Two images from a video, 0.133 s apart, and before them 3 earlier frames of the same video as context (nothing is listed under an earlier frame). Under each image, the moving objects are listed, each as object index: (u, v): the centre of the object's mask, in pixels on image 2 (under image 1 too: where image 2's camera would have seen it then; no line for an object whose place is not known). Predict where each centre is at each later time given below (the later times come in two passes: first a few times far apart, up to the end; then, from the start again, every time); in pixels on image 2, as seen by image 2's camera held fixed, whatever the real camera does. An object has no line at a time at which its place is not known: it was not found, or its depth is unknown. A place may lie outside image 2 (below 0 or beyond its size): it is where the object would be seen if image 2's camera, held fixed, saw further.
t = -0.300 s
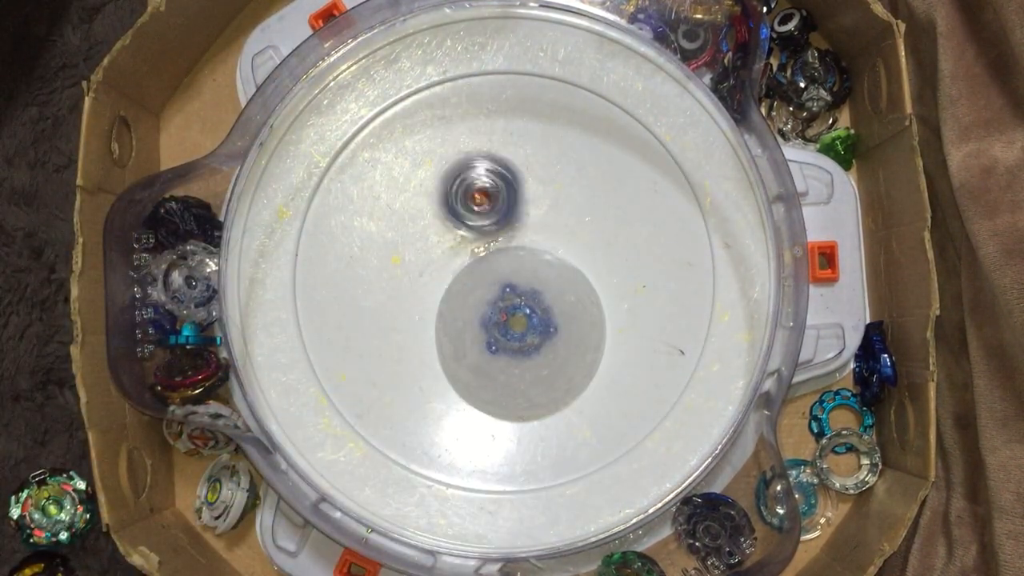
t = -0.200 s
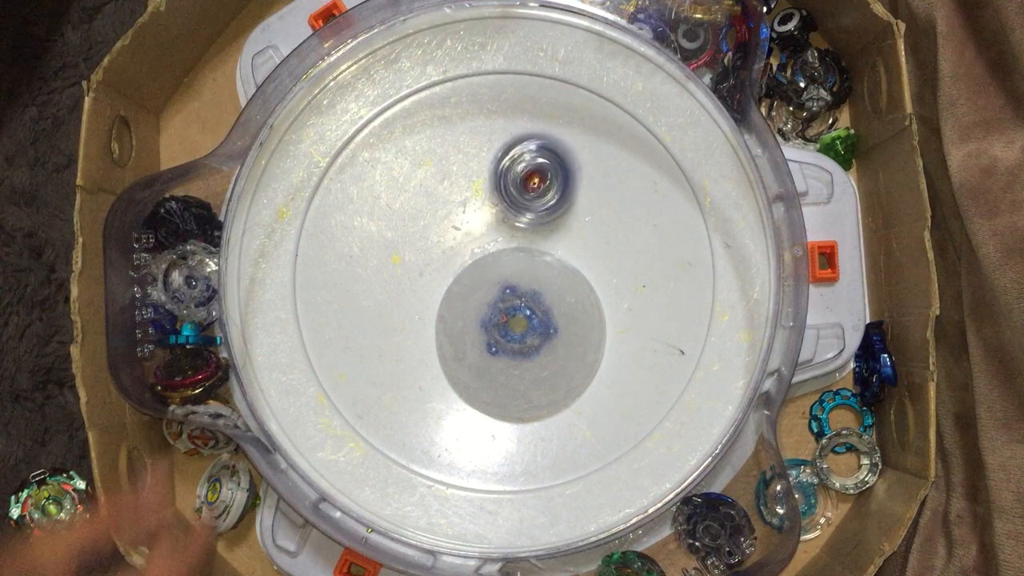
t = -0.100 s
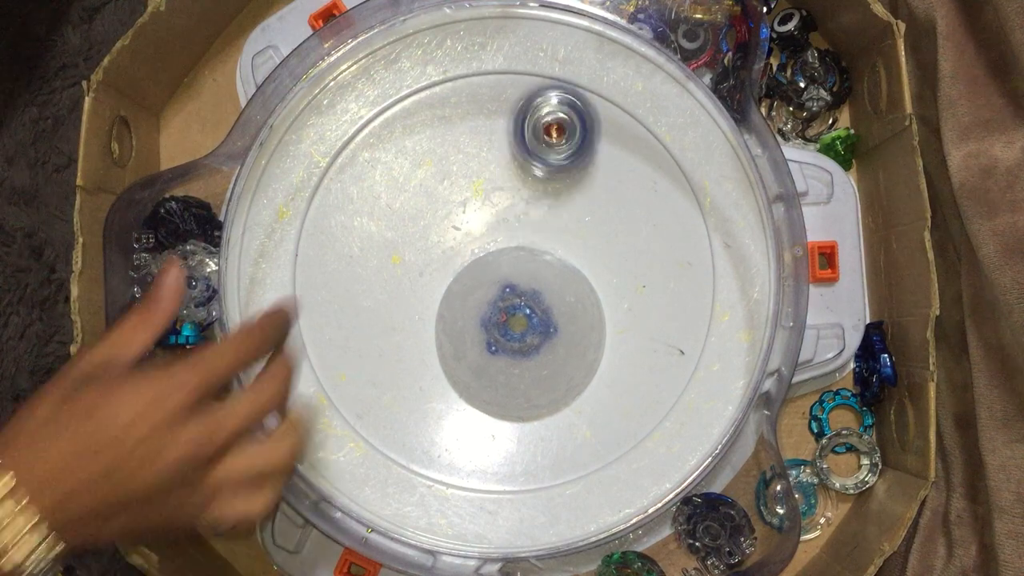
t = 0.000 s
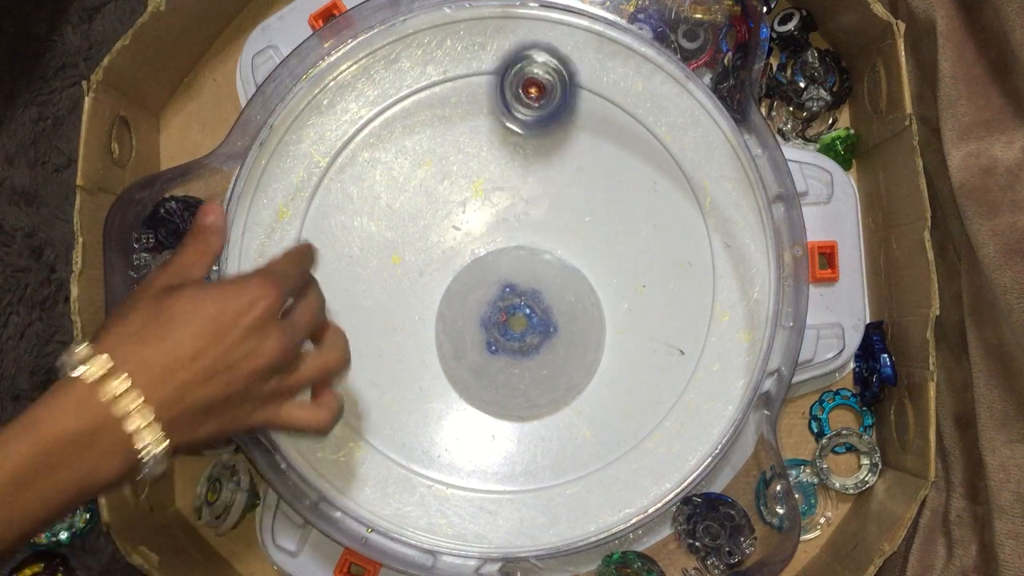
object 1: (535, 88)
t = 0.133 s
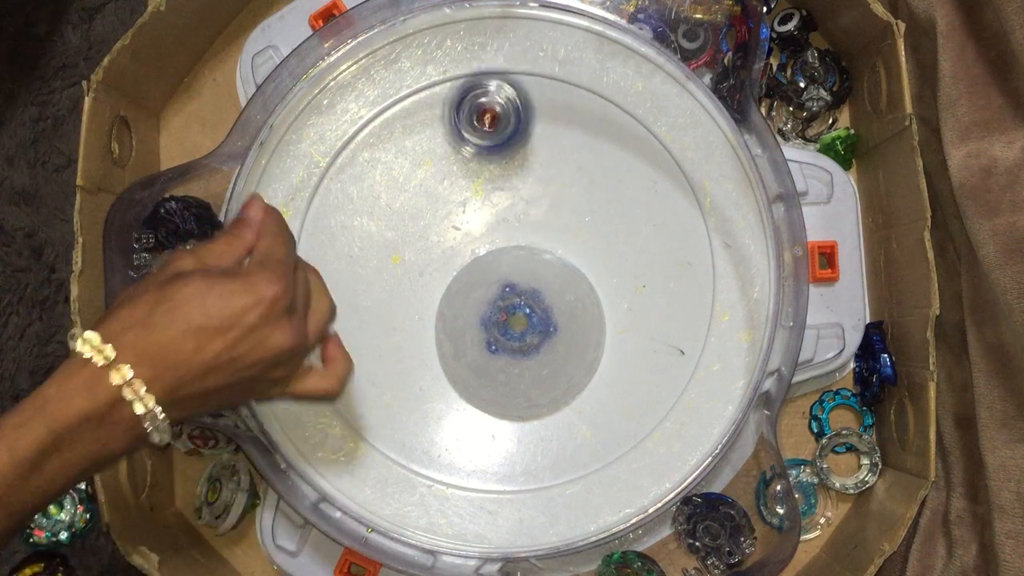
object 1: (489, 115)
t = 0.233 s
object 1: (496, 188)
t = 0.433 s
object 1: (543, 120)
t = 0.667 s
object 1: (500, 170)
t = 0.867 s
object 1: (559, 156)
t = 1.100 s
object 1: (535, 177)
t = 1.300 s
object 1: (584, 155)
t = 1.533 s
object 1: (535, 170)
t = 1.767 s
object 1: (570, 182)
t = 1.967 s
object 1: (565, 208)
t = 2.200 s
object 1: (584, 199)
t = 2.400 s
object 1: (571, 198)
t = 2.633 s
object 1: (544, 198)
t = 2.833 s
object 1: (527, 191)
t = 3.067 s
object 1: (520, 186)
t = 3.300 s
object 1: (501, 181)
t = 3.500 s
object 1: (518, 188)
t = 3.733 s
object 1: (545, 186)
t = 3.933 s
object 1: (553, 199)
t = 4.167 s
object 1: (556, 203)
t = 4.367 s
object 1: (562, 198)
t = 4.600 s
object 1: (547, 176)
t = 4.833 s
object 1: (538, 198)
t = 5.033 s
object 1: (546, 176)
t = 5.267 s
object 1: (544, 186)
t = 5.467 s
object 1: (540, 197)
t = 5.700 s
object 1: (557, 181)
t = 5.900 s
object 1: (557, 199)
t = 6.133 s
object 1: (556, 200)
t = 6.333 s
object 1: (549, 197)
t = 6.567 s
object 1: (540, 196)
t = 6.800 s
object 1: (553, 184)
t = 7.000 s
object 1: (552, 193)
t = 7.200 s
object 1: (539, 197)
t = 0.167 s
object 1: (486, 137)
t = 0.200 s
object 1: (488, 162)
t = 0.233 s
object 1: (496, 188)
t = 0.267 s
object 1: (509, 201)
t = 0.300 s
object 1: (522, 184)
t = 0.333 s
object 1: (534, 164)
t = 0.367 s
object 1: (539, 149)
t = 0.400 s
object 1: (546, 133)
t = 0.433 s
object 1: (543, 120)
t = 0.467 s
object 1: (538, 107)
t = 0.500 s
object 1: (529, 100)
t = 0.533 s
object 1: (518, 102)
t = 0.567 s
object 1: (506, 110)
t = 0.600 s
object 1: (498, 126)
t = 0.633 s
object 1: (496, 146)
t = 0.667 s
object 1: (500, 170)
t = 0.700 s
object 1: (507, 194)
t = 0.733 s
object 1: (520, 197)
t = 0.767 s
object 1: (532, 188)
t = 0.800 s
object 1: (546, 177)
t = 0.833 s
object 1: (554, 166)
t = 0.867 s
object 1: (559, 156)
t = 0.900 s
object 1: (561, 145)
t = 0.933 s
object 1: (558, 139)
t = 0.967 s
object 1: (553, 136)
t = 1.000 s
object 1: (546, 139)
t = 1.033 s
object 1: (540, 147)
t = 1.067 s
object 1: (536, 161)
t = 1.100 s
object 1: (535, 177)
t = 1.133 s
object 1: (537, 195)
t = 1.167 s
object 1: (547, 203)
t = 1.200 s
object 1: (559, 191)
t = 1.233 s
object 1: (572, 180)
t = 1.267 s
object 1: (579, 168)
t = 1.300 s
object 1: (584, 155)
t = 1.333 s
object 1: (584, 145)
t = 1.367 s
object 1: (578, 136)
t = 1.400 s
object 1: (569, 134)
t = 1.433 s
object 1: (559, 136)
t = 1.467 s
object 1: (549, 142)
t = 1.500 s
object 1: (541, 155)
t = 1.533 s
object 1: (535, 170)
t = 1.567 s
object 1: (533, 191)
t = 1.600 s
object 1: (540, 205)
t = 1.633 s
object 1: (548, 201)
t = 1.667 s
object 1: (555, 197)
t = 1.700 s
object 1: (561, 193)
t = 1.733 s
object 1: (566, 186)
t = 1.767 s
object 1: (570, 182)
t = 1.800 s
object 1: (571, 181)
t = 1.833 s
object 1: (571, 182)
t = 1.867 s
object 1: (570, 184)
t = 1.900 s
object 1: (566, 191)
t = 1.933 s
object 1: (565, 198)
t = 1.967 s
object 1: (565, 208)
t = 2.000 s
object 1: (568, 214)
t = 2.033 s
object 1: (575, 213)
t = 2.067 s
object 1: (581, 210)
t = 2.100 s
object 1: (585, 206)
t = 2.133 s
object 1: (587, 202)
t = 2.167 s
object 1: (586, 199)
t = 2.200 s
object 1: (584, 199)
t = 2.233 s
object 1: (579, 200)
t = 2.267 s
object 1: (574, 205)
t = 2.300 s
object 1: (569, 213)
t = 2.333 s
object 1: (570, 209)
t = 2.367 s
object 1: (571, 202)
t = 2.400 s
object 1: (571, 198)
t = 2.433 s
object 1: (568, 196)
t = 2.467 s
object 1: (564, 196)
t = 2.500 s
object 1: (559, 200)
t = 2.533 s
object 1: (553, 204)
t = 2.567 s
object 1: (552, 200)
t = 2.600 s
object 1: (549, 197)
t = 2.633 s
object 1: (544, 198)
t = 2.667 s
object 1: (541, 202)
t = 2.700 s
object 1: (542, 196)
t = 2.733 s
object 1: (539, 189)
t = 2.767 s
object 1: (536, 185)
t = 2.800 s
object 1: (531, 186)
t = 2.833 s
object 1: (527, 191)
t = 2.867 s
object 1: (524, 194)
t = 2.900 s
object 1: (523, 197)
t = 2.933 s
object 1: (520, 194)
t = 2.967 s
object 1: (519, 195)
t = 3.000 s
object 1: (519, 197)
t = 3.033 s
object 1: (518, 197)
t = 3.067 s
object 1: (520, 186)
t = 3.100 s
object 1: (519, 178)
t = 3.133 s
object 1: (516, 170)
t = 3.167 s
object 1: (512, 166)
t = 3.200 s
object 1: (506, 165)
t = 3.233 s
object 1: (503, 167)
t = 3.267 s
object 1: (501, 173)
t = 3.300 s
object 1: (501, 181)
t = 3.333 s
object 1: (503, 192)
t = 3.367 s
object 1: (507, 197)
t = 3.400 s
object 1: (509, 193)
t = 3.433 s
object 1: (512, 191)
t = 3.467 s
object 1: (515, 189)
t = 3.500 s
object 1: (518, 188)
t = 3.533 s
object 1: (521, 189)
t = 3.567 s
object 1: (524, 191)
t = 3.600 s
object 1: (527, 194)
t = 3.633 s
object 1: (532, 196)
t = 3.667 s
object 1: (536, 190)
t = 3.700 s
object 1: (542, 188)
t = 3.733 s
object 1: (545, 186)
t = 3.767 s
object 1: (547, 185)
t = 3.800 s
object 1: (549, 186)
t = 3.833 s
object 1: (548, 189)
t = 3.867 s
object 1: (548, 194)
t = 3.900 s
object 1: (550, 202)
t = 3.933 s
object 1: (553, 199)
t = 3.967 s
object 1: (557, 195)
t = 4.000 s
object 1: (559, 192)
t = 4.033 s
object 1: (559, 192)
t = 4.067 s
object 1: (559, 193)
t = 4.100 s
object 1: (557, 197)
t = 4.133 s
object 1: (556, 200)
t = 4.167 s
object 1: (556, 203)
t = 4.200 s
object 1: (557, 203)
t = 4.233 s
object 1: (559, 201)
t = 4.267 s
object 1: (560, 199)
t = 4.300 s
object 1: (559, 199)
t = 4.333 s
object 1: (557, 203)
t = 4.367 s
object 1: (562, 198)
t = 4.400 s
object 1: (568, 186)
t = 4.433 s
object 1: (568, 179)
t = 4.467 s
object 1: (566, 174)
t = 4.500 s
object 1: (564, 170)
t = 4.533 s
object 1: (558, 169)
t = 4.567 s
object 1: (552, 170)
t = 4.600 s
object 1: (547, 176)
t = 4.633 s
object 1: (540, 183)
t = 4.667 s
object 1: (536, 194)
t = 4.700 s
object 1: (538, 197)
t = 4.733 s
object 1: (539, 193)
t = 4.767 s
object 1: (539, 194)
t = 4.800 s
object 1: (540, 195)
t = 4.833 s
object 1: (538, 198)
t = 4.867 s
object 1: (544, 193)
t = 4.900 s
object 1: (547, 185)
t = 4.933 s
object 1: (548, 180)
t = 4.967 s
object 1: (549, 177)
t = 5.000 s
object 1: (548, 174)
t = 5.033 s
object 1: (546, 176)
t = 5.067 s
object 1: (543, 178)
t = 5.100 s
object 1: (540, 185)
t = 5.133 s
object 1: (539, 187)
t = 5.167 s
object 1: (538, 196)
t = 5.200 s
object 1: (541, 196)
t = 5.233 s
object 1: (542, 191)
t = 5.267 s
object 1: (544, 186)
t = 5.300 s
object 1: (542, 182)
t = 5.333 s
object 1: (543, 184)
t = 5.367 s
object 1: (541, 182)
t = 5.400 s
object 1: (541, 187)
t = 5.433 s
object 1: (540, 189)
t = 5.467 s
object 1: (540, 197)
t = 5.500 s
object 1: (546, 198)
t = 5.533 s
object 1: (550, 195)
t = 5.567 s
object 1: (550, 191)
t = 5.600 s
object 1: (554, 186)
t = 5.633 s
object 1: (556, 181)
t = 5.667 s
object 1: (557, 182)
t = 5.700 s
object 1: (557, 181)
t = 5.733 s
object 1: (559, 185)
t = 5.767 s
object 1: (555, 188)
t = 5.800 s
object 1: (555, 191)
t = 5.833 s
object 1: (554, 199)
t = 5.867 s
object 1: (560, 198)
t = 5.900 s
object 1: (557, 199)
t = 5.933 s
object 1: (556, 195)
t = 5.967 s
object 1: (559, 196)
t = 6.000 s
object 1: (555, 201)
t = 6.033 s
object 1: (555, 199)
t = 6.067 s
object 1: (557, 200)
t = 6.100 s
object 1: (560, 198)
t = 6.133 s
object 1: (556, 200)
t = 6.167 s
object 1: (556, 197)
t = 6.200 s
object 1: (555, 199)
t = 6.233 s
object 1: (553, 199)
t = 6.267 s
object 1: (553, 196)
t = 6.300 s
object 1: (554, 195)
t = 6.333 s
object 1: (549, 197)
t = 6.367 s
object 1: (547, 194)
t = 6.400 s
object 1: (549, 196)
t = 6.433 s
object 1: (547, 198)
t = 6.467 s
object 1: (547, 195)
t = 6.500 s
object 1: (543, 194)
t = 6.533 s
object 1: (540, 193)
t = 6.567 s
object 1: (540, 196)
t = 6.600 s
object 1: (543, 188)
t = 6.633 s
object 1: (549, 183)
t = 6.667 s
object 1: (553, 185)
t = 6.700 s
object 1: (549, 190)
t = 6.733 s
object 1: (548, 192)
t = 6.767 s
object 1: (549, 186)
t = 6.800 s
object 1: (553, 184)
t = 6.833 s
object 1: (556, 186)
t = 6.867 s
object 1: (556, 191)
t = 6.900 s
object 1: (552, 196)
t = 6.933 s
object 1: (552, 194)
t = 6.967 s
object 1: (553, 194)
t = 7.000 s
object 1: (552, 193)
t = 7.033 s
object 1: (548, 194)
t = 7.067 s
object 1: (543, 197)
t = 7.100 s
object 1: (541, 198)
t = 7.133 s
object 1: (540, 197)
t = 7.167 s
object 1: (540, 198)
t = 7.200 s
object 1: (539, 197)
